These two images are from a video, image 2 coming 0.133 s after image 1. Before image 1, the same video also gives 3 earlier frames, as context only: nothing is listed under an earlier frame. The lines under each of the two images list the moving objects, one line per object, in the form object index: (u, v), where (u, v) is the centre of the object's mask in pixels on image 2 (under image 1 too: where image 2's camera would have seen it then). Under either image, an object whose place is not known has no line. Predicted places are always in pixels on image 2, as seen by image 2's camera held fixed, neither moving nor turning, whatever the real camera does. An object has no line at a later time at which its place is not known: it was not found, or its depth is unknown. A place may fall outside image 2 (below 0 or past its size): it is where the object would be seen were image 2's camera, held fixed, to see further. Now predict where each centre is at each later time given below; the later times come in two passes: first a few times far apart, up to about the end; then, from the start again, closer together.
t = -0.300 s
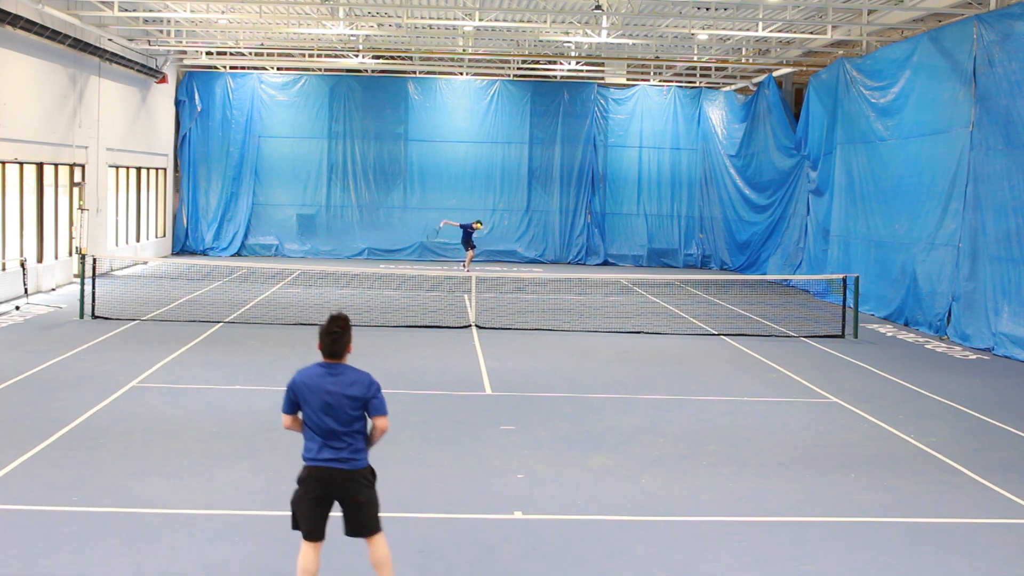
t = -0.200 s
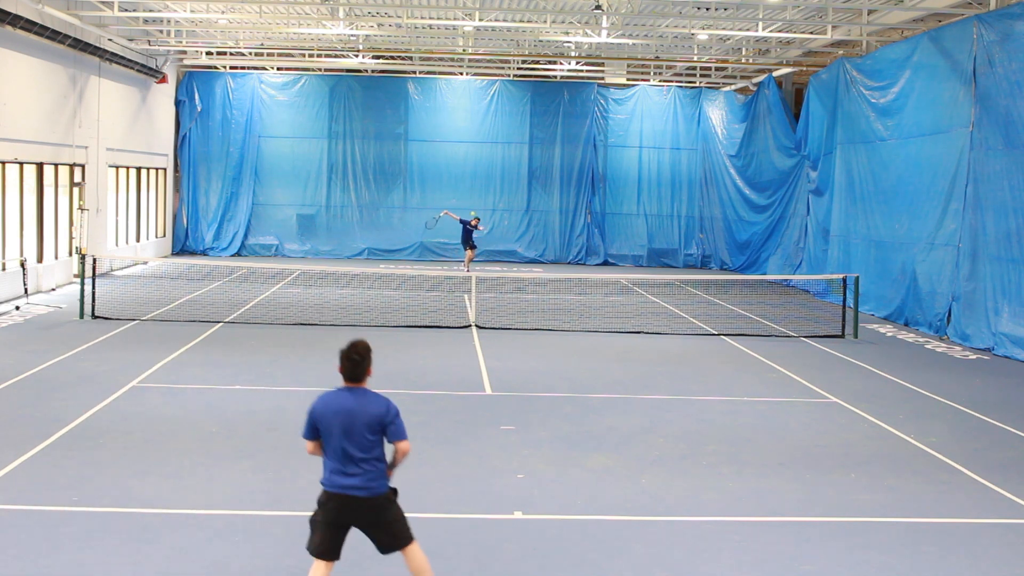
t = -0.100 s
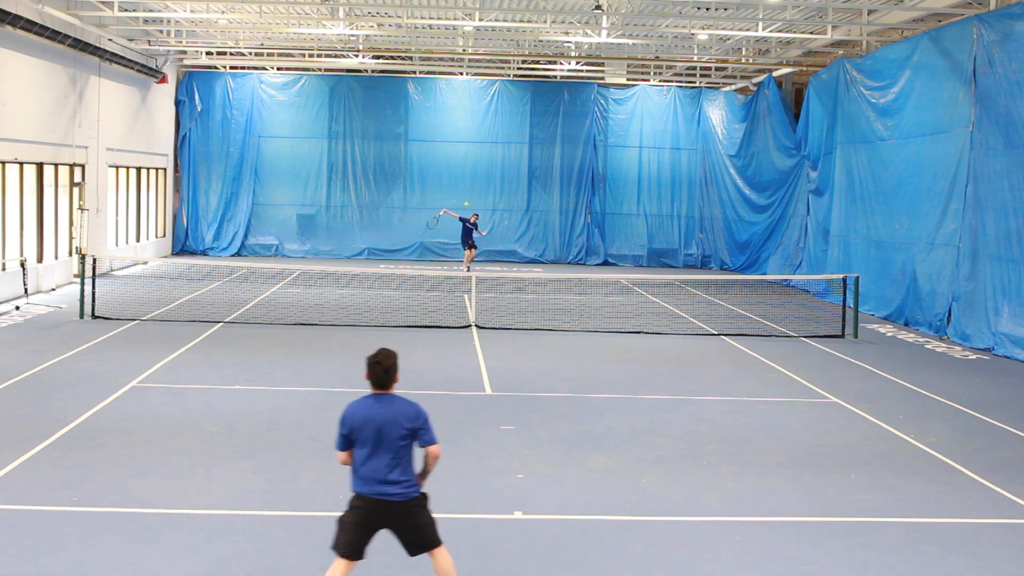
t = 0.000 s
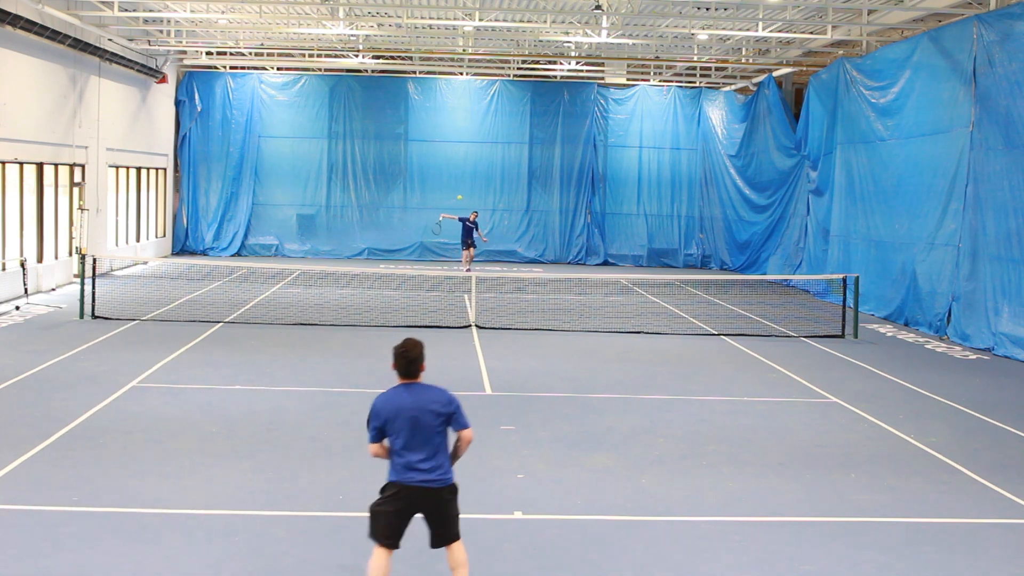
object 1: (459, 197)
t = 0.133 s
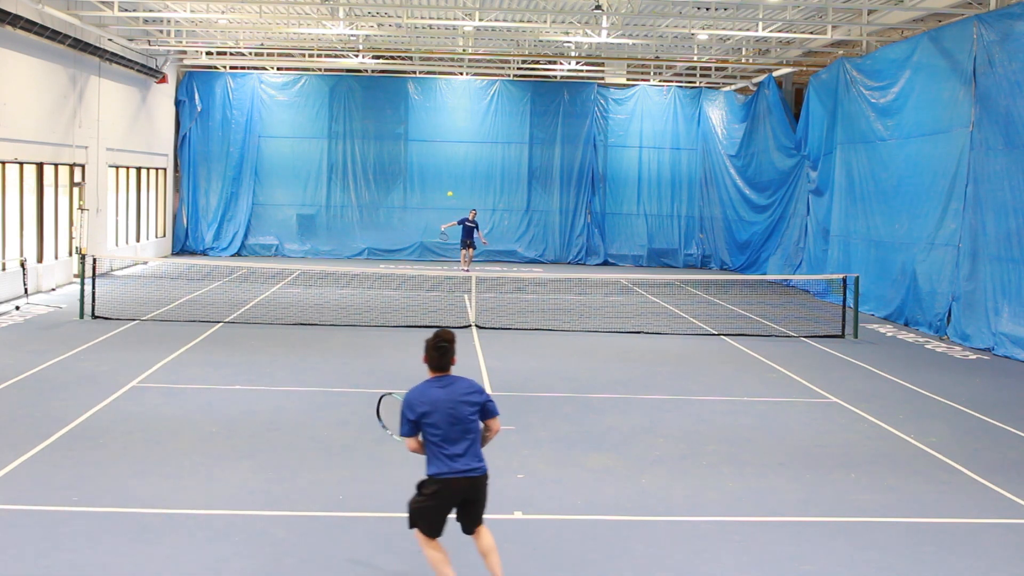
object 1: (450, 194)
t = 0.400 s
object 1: (427, 214)
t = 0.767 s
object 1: (385, 357)
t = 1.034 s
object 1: (359, 495)
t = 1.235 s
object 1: (364, 477)
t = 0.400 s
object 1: (427, 214)
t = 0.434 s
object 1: (424, 220)
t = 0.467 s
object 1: (421, 227)
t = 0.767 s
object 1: (385, 357)
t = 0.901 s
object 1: (364, 473)
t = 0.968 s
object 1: (358, 512)
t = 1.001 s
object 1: (357, 503)
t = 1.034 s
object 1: (359, 495)
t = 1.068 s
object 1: (360, 488)
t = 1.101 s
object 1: (359, 483)
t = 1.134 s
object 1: (360, 478)
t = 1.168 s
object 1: (361, 476)
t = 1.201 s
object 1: (362, 476)
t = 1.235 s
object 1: (364, 477)
